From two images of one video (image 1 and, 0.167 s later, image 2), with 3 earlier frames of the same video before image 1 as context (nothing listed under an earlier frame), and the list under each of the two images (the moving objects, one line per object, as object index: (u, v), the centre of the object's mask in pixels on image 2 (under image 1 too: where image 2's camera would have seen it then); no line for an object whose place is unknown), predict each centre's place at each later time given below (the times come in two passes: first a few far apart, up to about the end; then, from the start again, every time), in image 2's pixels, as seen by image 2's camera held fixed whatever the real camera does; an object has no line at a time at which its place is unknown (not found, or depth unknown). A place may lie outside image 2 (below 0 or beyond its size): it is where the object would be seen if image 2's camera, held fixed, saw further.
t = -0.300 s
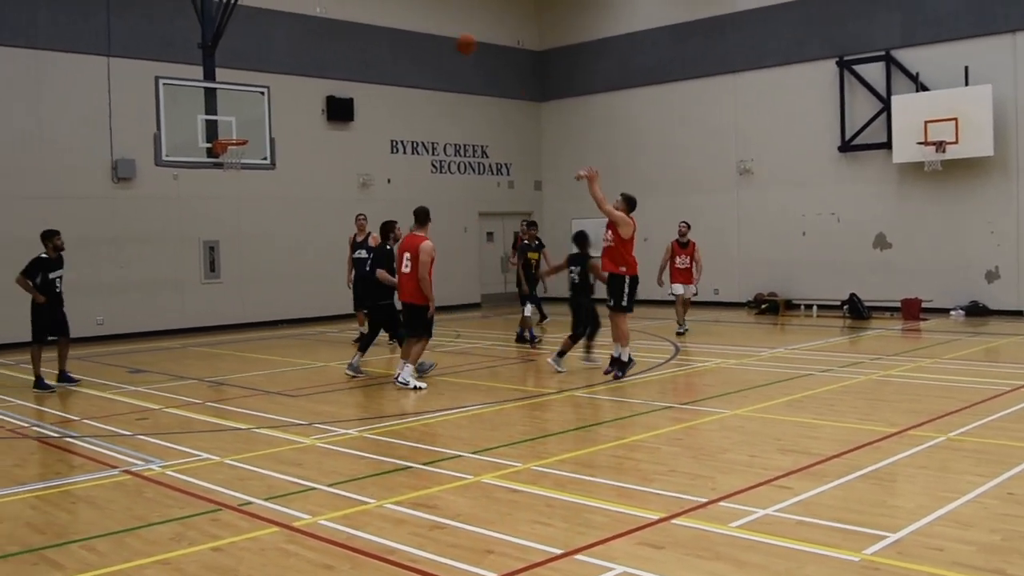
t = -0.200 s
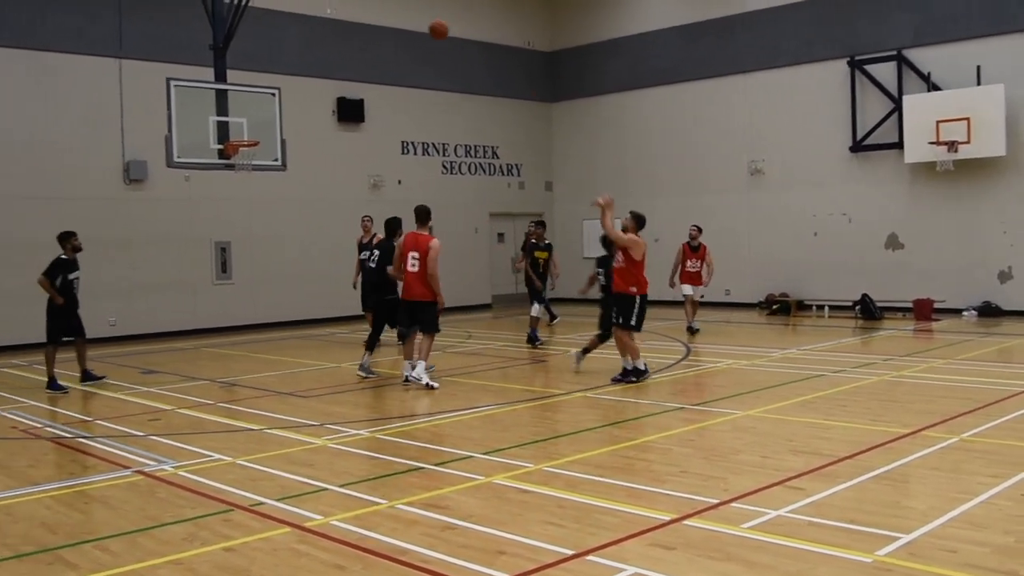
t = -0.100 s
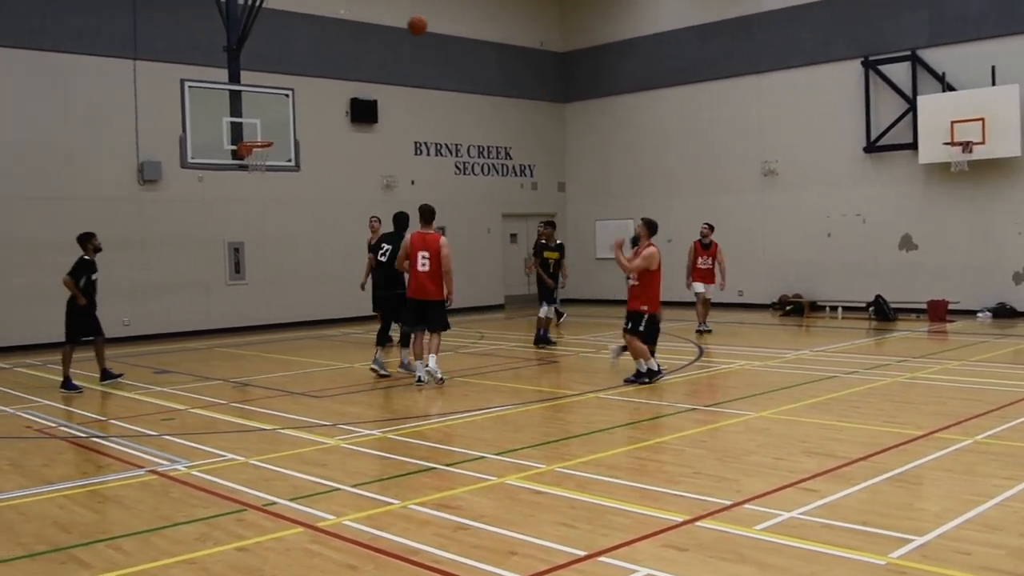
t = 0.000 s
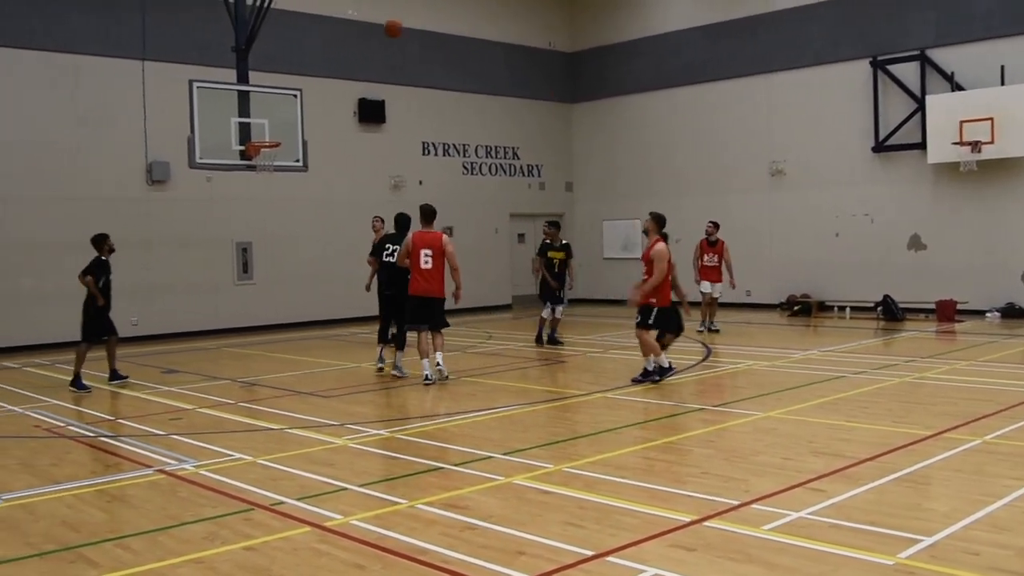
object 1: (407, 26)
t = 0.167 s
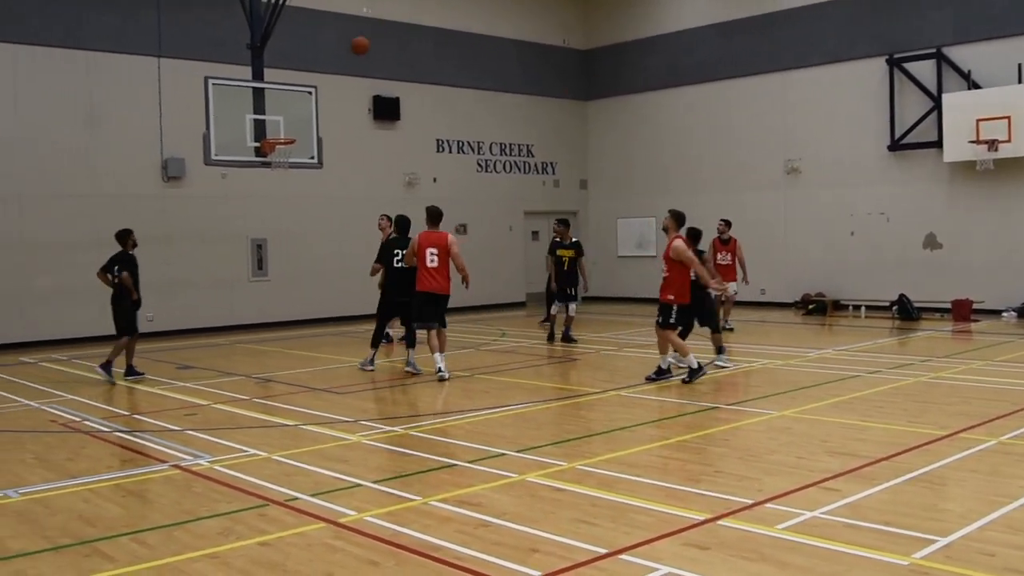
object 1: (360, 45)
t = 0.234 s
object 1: (343, 58)
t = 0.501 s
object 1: (281, 131)
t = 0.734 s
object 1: (278, 140)
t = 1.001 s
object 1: (285, 161)
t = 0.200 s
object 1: (351, 52)
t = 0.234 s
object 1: (343, 58)
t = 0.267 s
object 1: (334, 67)
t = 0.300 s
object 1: (325, 75)
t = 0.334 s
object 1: (317, 84)
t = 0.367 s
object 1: (310, 93)
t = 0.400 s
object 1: (302, 104)
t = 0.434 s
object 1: (294, 114)
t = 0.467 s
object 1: (287, 125)
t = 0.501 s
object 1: (281, 131)
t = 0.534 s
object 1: (278, 136)
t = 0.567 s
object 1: (275, 140)
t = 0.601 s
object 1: (279, 139)
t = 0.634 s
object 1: (284, 139)
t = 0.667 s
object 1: (288, 139)
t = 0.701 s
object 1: (283, 139)
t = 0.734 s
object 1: (278, 140)
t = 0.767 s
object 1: (275, 142)
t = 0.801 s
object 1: (271, 146)
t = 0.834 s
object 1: (274, 148)
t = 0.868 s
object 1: (278, 151)
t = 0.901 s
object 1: (280, 157)
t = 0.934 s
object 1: (281, 158)
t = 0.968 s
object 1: (283, 159)
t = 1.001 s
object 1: (285, 161)
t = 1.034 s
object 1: (287, 162)
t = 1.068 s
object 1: (289, 166)
